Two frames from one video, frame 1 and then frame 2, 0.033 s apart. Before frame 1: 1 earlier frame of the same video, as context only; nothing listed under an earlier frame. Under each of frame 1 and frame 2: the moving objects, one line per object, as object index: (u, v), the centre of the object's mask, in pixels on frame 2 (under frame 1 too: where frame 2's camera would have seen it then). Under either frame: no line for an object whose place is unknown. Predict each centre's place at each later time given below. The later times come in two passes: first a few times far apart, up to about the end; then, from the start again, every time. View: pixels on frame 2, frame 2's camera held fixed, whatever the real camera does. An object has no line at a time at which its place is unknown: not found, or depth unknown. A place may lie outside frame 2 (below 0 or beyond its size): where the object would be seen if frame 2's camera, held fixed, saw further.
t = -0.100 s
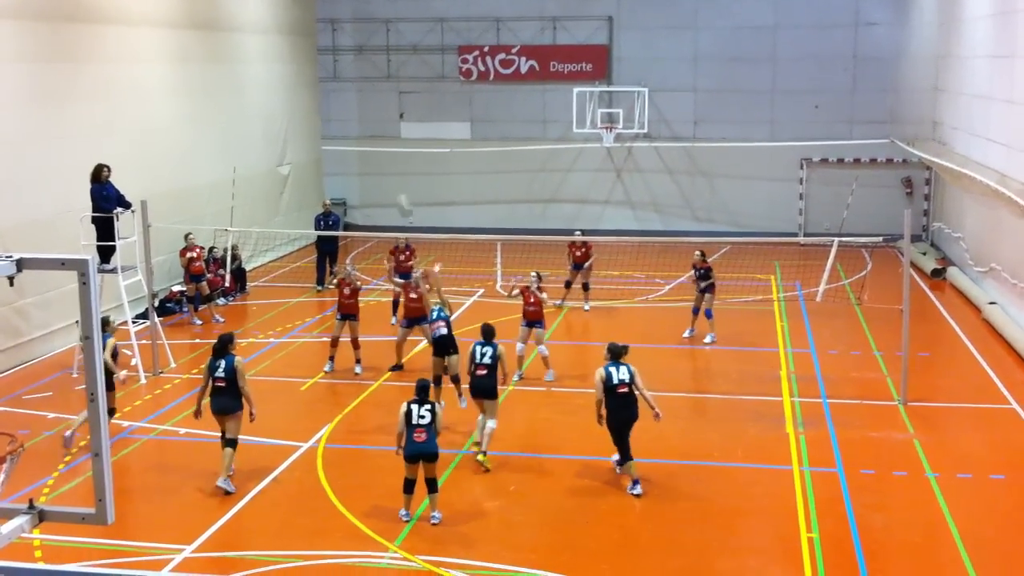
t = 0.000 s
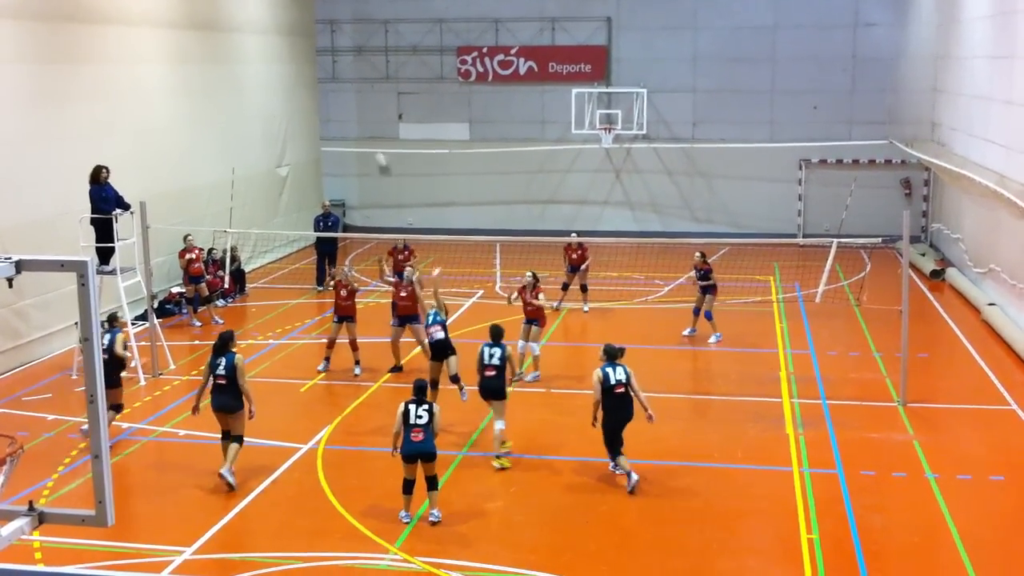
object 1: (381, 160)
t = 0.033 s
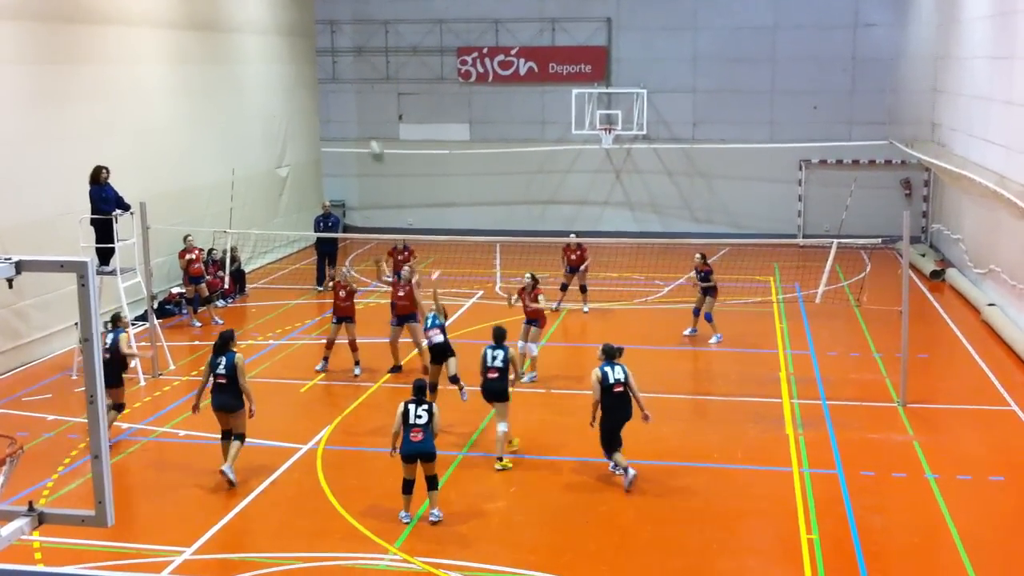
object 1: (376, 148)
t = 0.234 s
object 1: (337, 89)
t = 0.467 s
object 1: (297, 61)
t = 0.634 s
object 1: (269, 68)
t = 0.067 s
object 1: (369, 136)
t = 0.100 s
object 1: (362, 125)
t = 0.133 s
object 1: (356, 115)
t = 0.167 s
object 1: (349, 105)
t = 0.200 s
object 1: (343, 97)
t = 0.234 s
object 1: (337, 89)
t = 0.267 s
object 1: (330, 82)
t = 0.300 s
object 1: (324, 77)
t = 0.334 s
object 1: (320, 72)
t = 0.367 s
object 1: (313, 69)
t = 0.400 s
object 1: (307, 66)
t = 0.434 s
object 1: (302, 63)
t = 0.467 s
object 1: (297, 61)
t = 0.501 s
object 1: (291, 62)
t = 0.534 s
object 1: (285, 62)
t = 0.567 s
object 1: (280, 63)
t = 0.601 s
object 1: (274, 65)
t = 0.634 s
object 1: (269, 68)
